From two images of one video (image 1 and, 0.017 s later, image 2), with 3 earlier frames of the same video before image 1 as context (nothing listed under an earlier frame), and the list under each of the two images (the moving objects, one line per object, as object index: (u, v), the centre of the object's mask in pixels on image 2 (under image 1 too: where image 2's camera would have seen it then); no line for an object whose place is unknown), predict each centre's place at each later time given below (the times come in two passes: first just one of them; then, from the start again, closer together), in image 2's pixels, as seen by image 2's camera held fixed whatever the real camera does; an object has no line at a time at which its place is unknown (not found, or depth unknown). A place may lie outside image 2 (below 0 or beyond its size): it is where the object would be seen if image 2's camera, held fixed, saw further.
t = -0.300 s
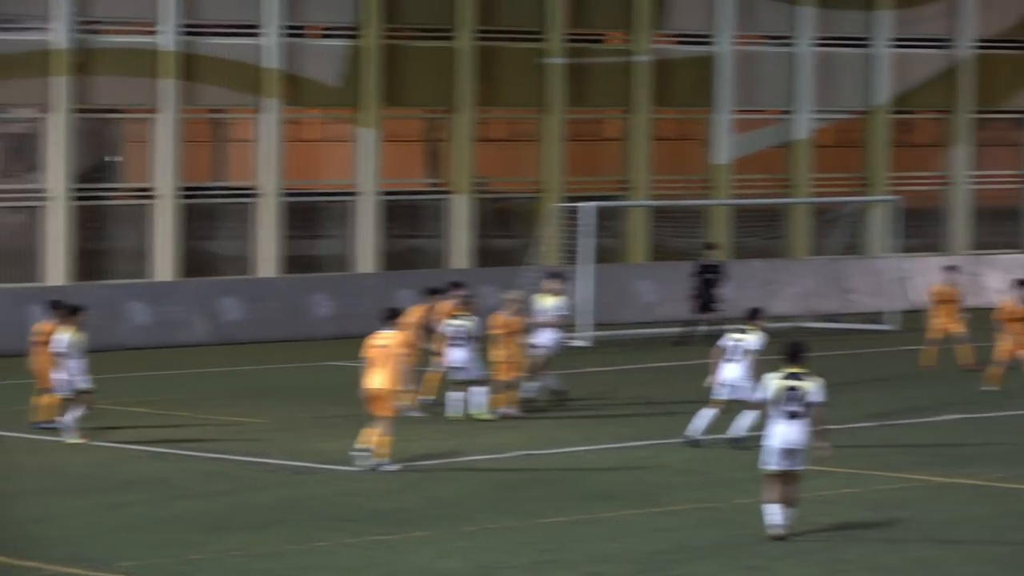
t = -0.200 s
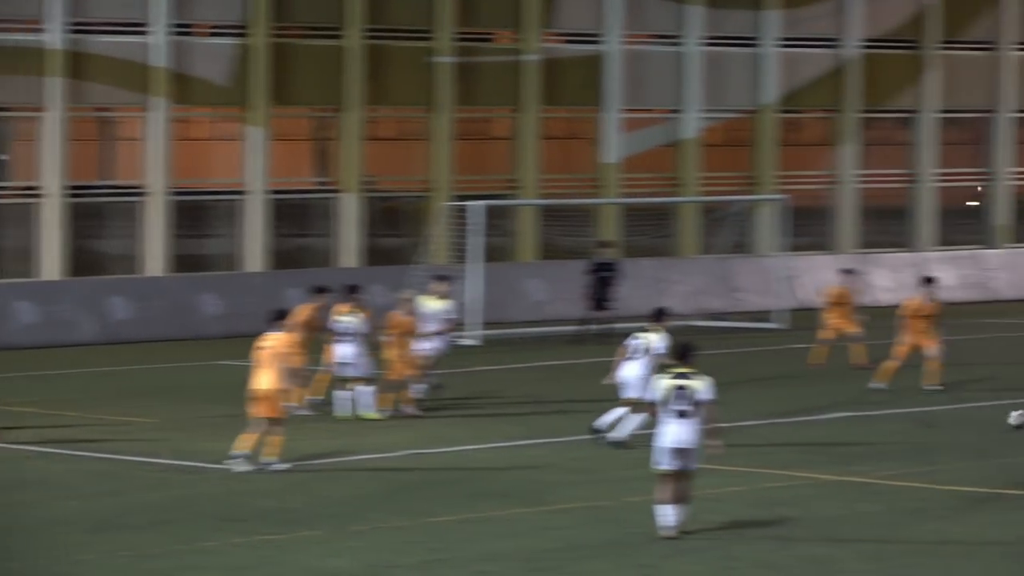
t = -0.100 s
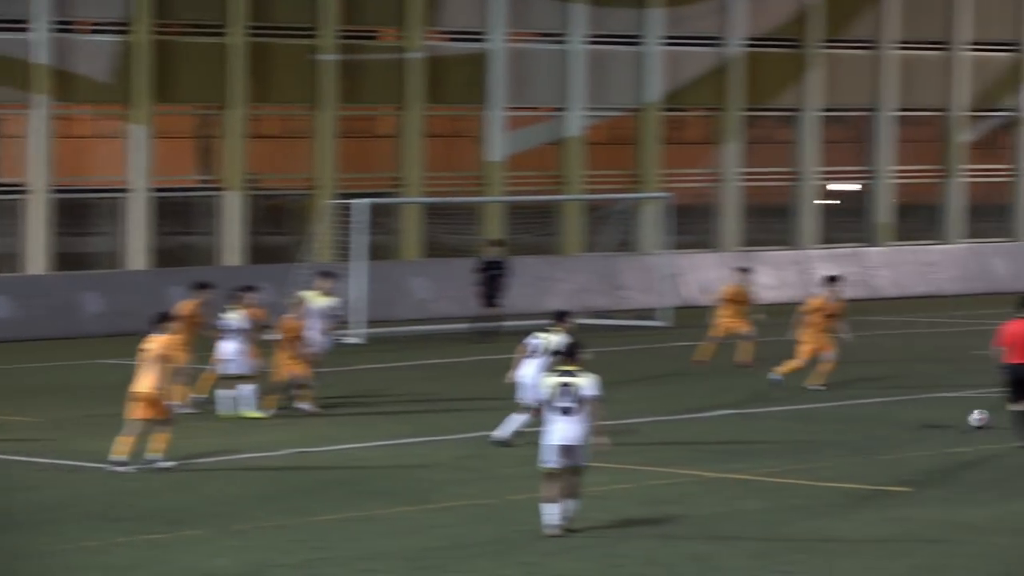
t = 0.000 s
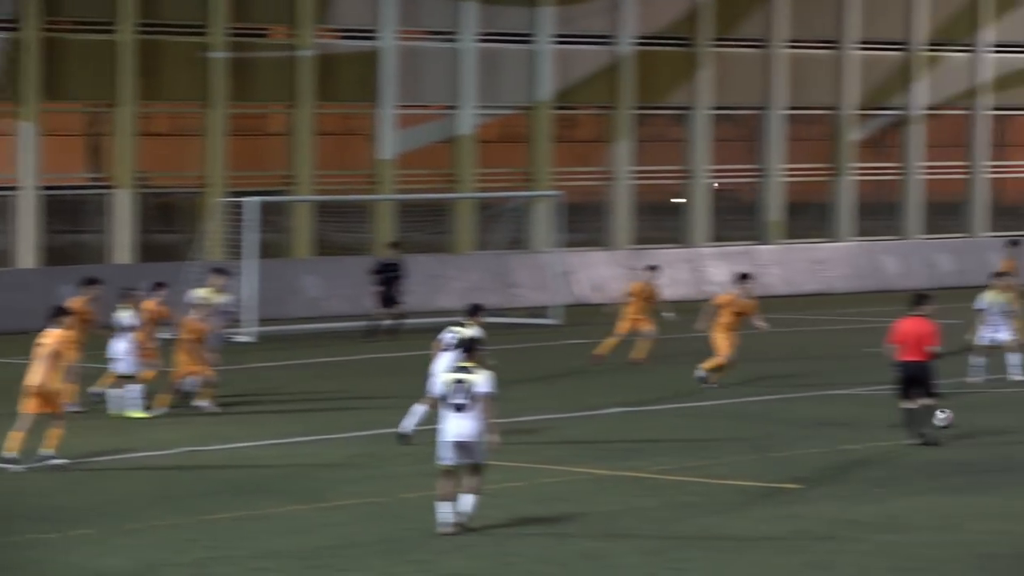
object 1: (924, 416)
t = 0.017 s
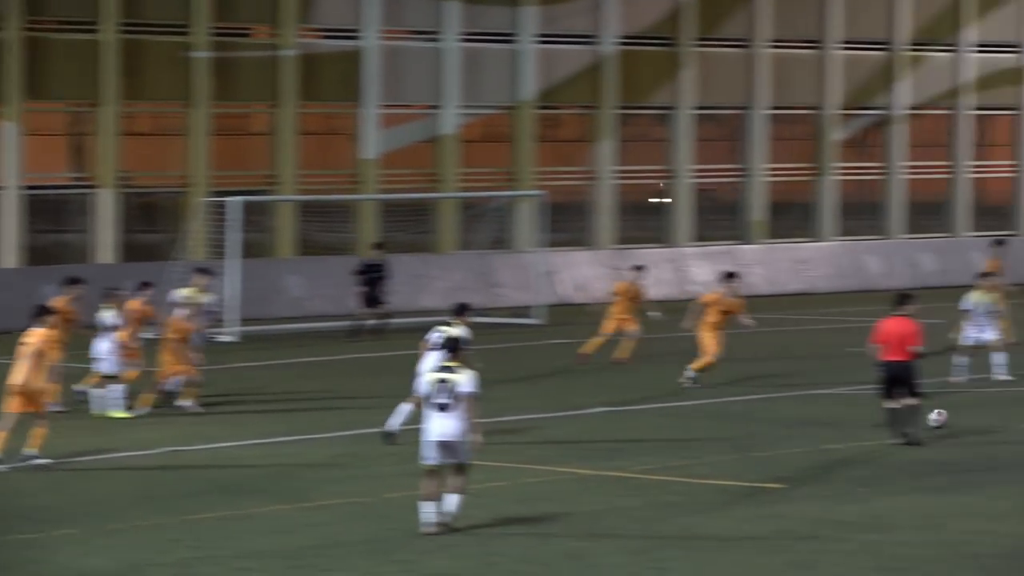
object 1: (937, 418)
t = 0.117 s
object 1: (1014, 423)
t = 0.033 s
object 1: (949, 419)
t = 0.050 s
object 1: (962, 419)
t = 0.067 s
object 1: (976, 420)
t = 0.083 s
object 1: (988, 422)
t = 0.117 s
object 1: (1014, 423)
